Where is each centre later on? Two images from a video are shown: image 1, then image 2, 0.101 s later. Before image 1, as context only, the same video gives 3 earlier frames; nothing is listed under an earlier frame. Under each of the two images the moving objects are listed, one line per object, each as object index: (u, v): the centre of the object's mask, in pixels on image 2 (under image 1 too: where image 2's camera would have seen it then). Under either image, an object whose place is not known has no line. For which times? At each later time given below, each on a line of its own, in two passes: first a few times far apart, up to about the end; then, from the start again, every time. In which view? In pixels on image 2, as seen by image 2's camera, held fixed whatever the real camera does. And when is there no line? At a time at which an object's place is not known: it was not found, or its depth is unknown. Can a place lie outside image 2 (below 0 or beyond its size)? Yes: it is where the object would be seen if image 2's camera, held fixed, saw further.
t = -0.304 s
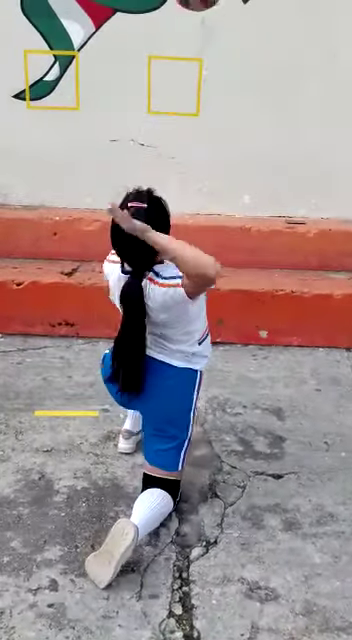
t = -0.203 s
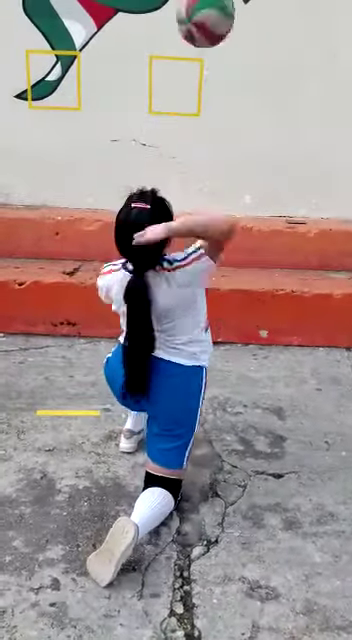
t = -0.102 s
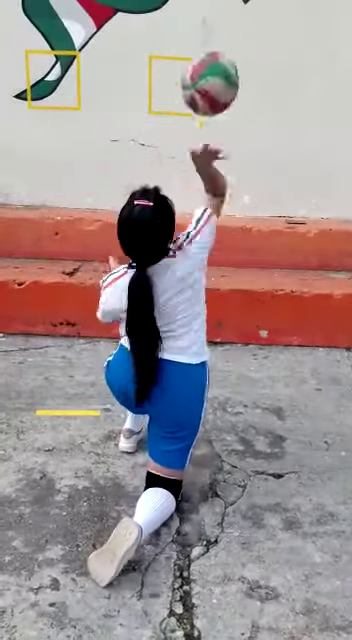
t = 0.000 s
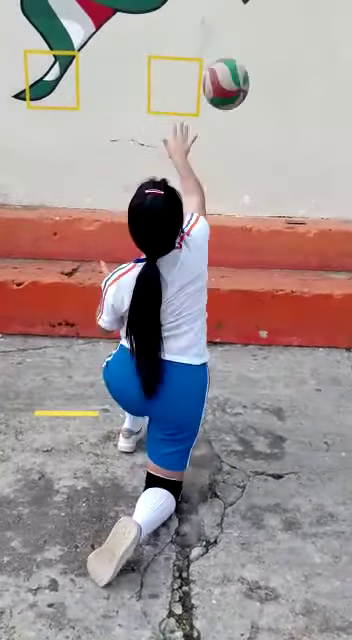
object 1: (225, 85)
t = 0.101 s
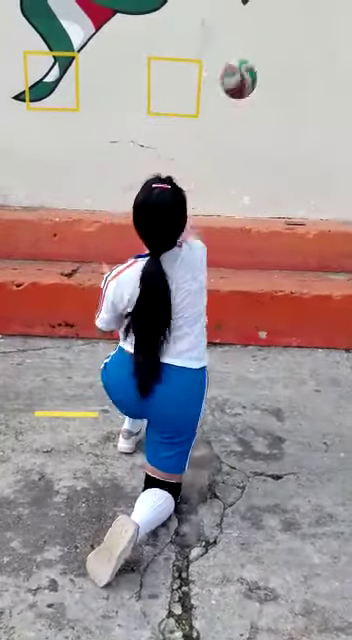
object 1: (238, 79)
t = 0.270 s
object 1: (252, 98)
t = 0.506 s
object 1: (297, 168)
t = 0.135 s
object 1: (241, 81)
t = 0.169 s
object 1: (244, 85)
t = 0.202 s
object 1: (247, 91)
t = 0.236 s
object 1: (248, 97)
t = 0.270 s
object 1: (252, 98)
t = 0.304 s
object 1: (258, 101)
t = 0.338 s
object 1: (263, 105)
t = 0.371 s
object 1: (269, 112)
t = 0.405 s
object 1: (276, 121)
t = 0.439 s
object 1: (282, 134)
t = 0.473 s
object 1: (290, 149)
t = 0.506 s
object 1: (297, 168)
